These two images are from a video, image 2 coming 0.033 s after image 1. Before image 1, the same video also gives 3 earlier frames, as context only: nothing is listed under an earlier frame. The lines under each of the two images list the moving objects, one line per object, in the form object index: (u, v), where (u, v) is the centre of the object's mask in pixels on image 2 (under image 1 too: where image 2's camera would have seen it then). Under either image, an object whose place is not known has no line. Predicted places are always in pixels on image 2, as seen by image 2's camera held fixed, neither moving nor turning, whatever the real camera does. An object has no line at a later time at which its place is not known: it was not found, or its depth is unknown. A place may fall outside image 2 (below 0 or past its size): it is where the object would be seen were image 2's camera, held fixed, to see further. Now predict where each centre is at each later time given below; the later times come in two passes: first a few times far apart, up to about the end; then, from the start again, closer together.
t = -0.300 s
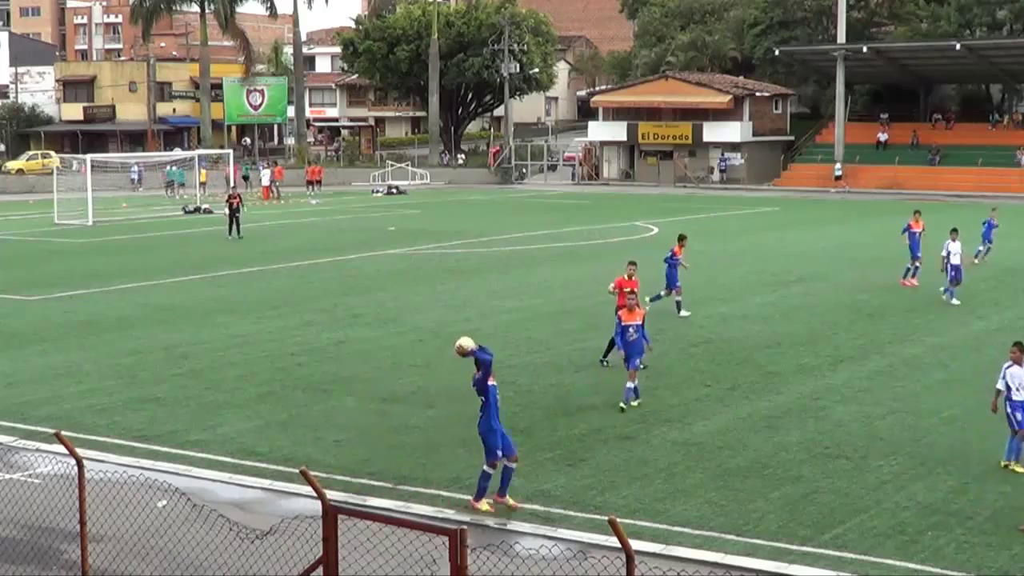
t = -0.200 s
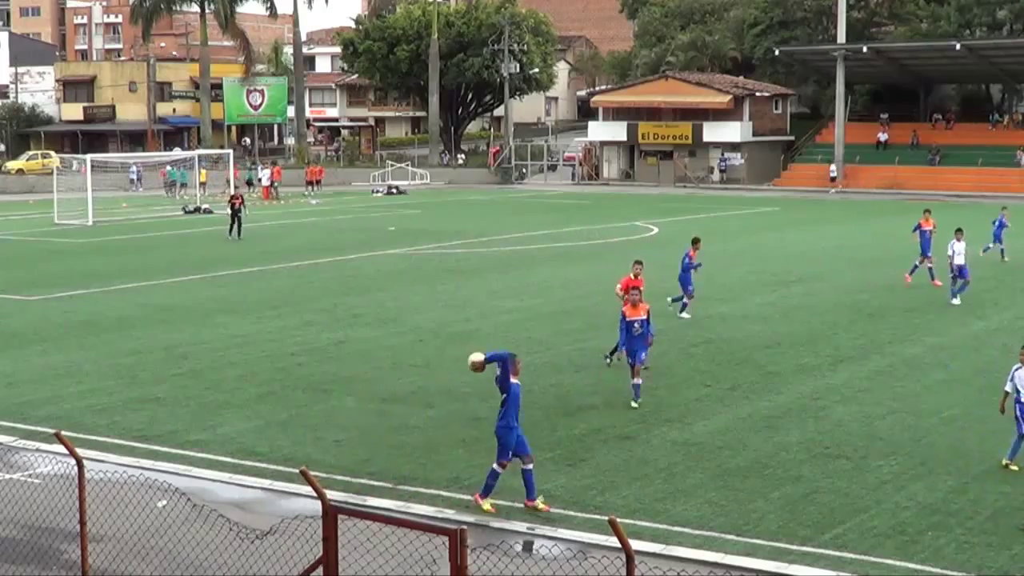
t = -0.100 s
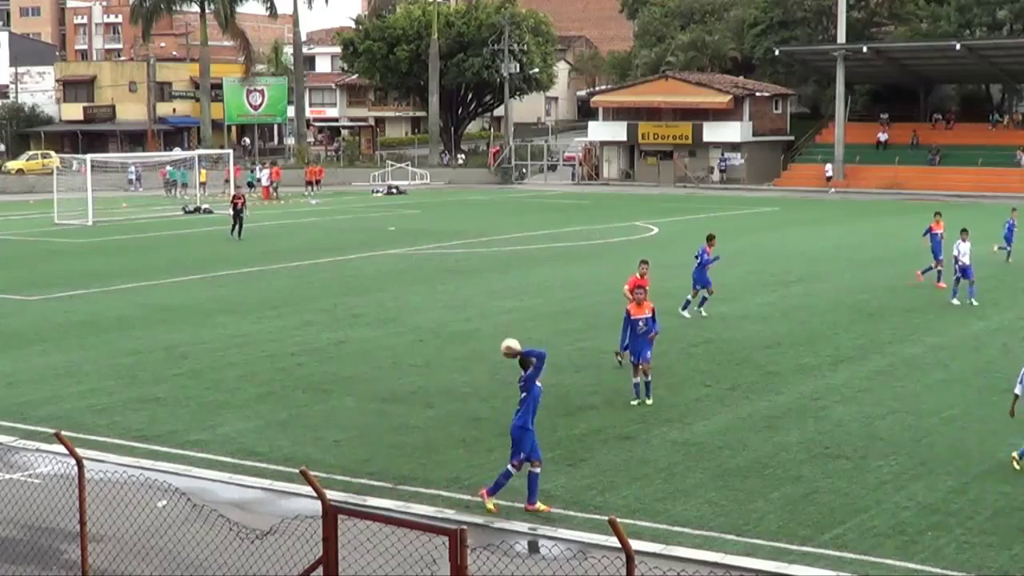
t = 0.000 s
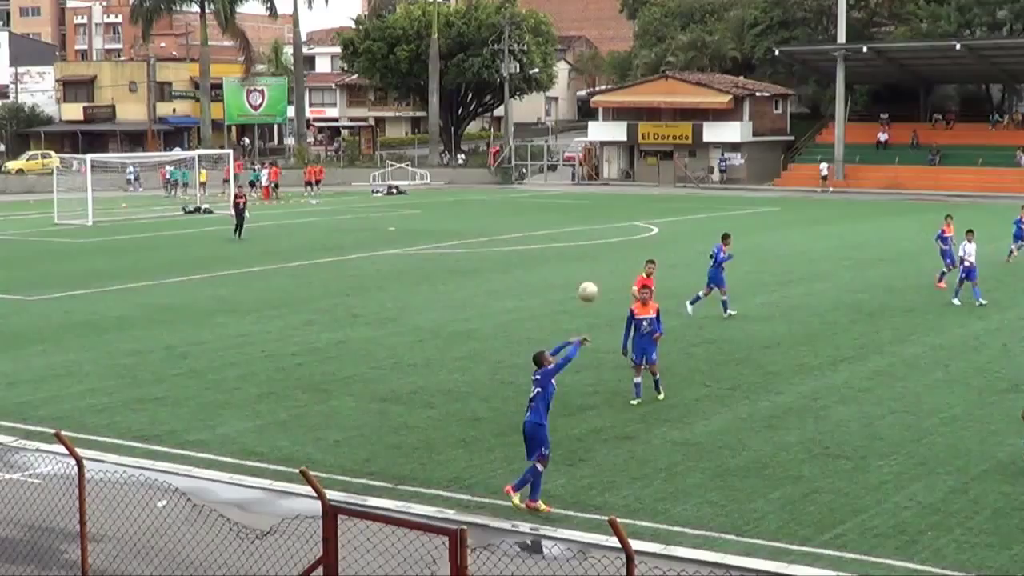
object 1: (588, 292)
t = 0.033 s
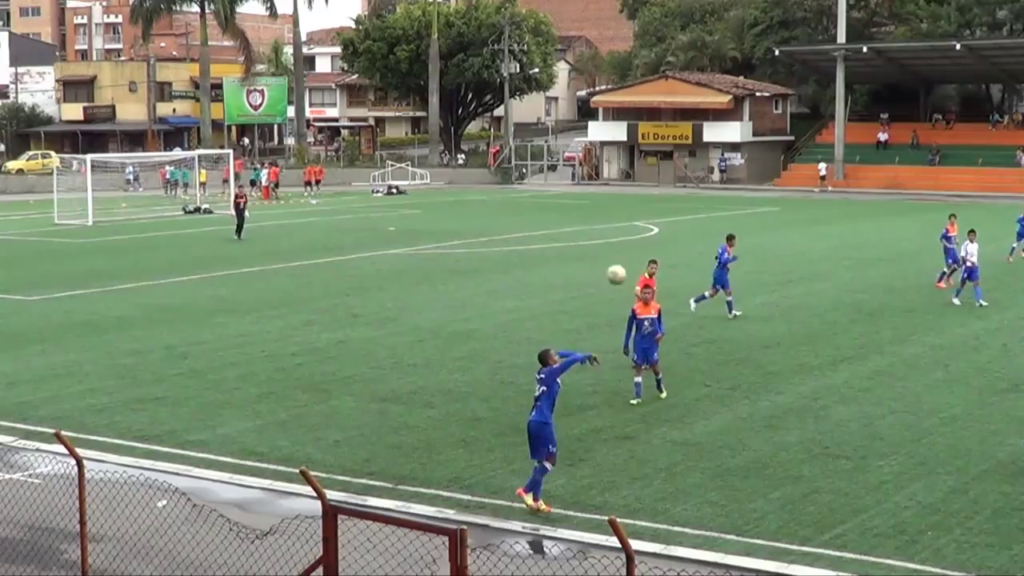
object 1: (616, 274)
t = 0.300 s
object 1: (824, 183)
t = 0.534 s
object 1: (987, 161)
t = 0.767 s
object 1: (1139, 187)
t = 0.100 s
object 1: (672, 244)
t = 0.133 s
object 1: (699, 231)
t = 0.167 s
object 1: (725, 219)
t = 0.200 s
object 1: (751, 208)
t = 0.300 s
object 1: (824, 183)
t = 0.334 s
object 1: (847, 177)
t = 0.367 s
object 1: (871, 171)
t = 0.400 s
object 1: (895, 167)
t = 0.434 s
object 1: (918, 164)
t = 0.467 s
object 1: (942, 162)
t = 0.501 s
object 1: (964, 161)
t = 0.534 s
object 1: (987, 161)
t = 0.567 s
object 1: (1009, 162)
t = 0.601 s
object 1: (1031, 163)
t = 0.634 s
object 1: (1053, 166)
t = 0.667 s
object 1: (1075, 170)
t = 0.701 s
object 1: (1096, 175)
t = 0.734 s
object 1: (1118, 180)
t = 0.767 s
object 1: (1139, 187)
